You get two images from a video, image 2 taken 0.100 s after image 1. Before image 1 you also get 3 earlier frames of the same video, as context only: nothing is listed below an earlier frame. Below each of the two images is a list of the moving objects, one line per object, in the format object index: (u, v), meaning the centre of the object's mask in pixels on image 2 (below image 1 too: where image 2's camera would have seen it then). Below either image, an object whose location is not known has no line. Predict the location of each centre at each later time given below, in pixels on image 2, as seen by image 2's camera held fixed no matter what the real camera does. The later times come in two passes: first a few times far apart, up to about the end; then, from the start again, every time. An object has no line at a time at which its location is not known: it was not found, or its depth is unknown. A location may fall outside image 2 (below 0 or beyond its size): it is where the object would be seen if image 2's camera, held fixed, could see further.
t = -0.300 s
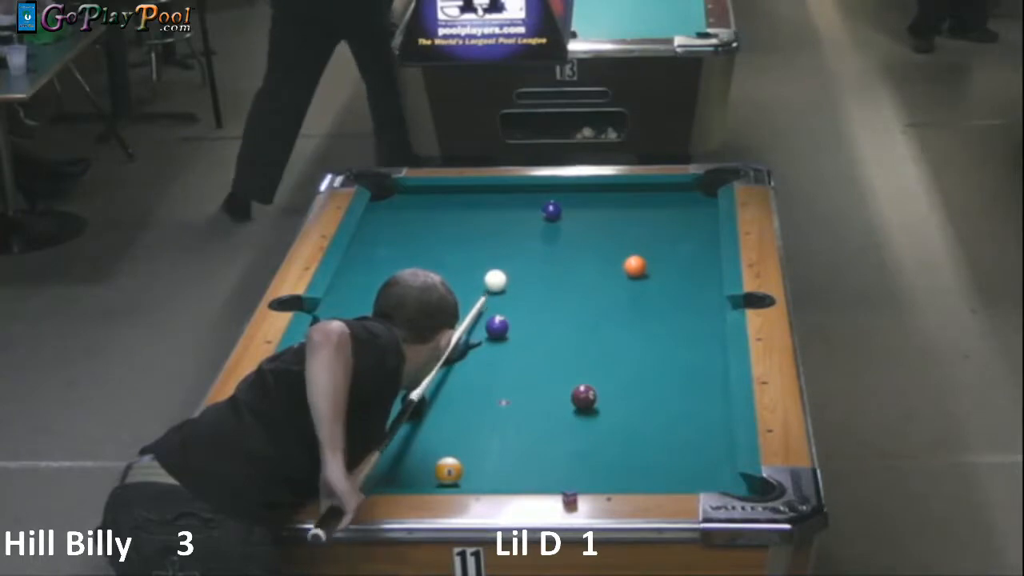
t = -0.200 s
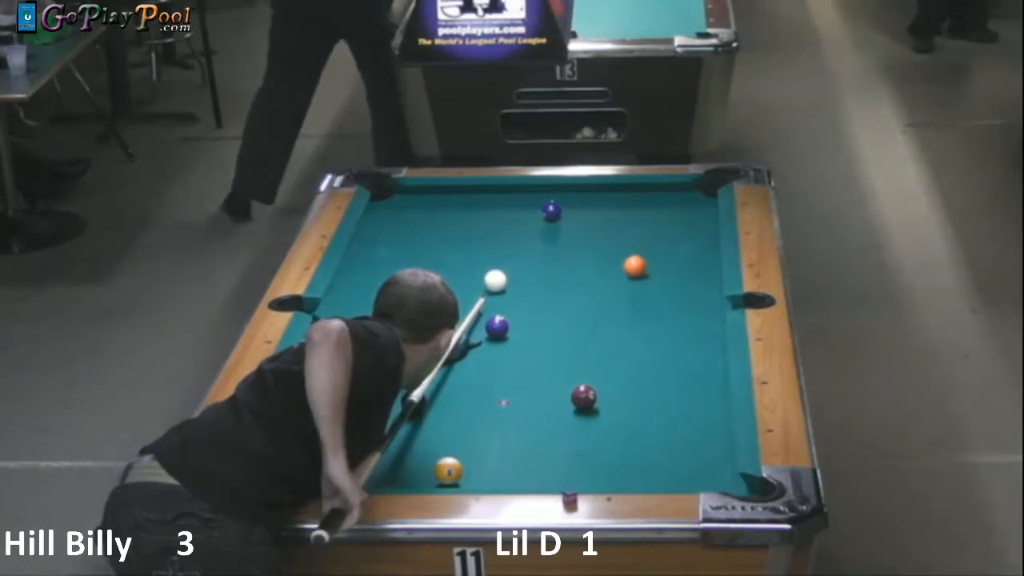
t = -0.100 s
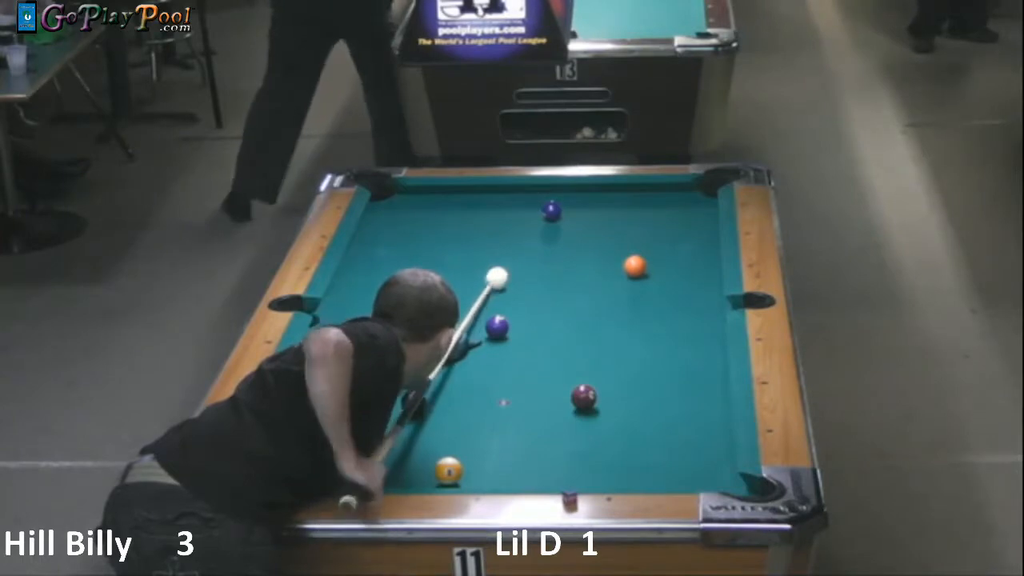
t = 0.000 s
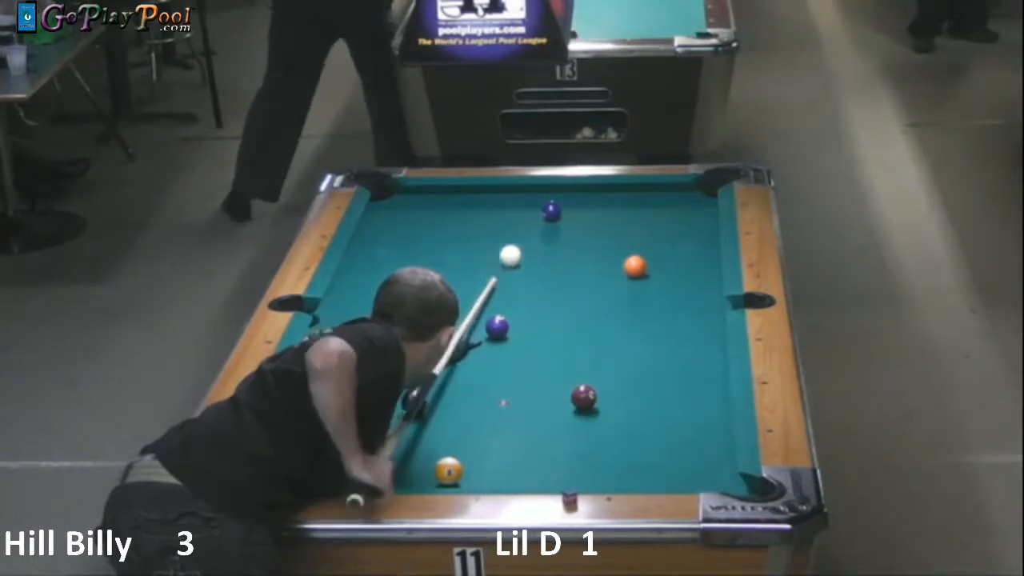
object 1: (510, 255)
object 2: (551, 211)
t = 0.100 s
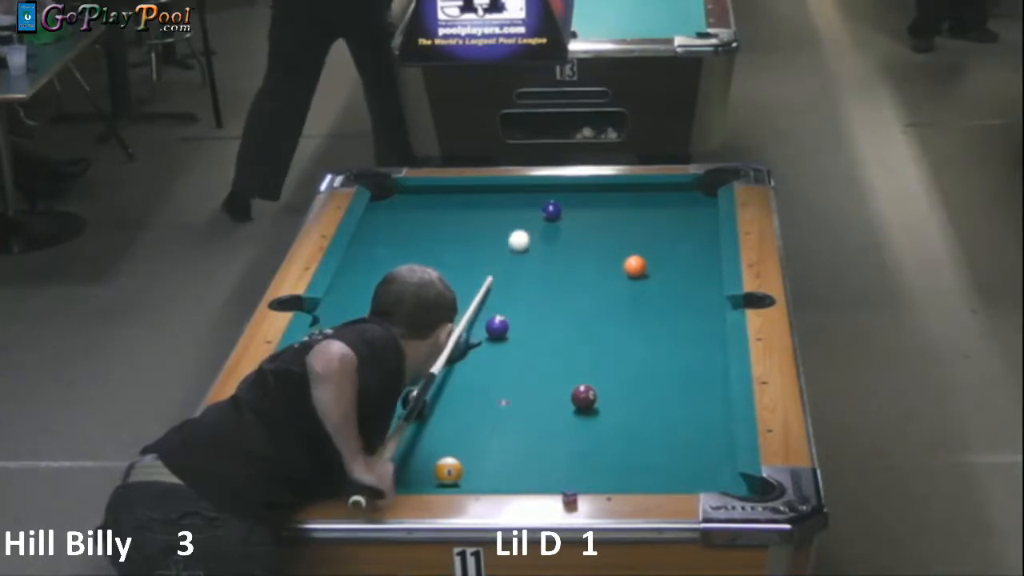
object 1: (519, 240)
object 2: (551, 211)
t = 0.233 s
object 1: (529, 222)
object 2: (552, 211)
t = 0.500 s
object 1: (513, 196)
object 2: (580, 208)
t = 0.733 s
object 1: (478, 196)
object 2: (607, 203)
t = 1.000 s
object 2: (637, 198)
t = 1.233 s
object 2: (661, 196)
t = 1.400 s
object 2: (678, 193)
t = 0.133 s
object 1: (522, 235)
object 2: (551, 211)
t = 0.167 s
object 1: (526, 229)
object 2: (551, 211)
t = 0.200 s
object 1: (528, 224)
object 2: (552, 211)
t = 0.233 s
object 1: (529, 222)
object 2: (552, 211)
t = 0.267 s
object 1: (531, 218)
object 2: (552, 211)
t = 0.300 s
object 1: (532, 213)
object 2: (554, 211)
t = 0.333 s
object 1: (528, 210)
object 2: (559, 210)
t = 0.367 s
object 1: (525, 207)
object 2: (564, 210)
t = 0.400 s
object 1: (522, 204)
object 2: (567, 209)
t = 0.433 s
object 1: (520, 203)
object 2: (570, 209)
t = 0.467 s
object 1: (516, 198)
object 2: (576, 208)
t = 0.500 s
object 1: (513, 196)
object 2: (580, 208)
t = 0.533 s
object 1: (511, 194)
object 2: (581, 207)
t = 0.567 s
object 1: (507, 190)
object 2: (588, 206)
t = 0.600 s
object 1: (503, 189)
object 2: (592, 206)
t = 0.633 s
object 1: (497, 190)
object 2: (596, 205)
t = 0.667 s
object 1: (491, 192)
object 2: (599, 204)
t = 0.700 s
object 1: (484, 194)
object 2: (603, 204)
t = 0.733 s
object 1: (478, 196)
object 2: (607, 203)
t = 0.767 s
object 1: (472, 198)
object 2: (611, 203)
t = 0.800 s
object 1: (465, 199)
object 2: (615, 202)
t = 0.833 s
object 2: (618, 202)
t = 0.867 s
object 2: (623, 201)
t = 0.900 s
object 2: (626, 200)
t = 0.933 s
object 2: (631, 200)
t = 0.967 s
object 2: (634, 199)
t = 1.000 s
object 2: (637, 198)
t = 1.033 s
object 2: (640, 199)
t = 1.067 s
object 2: (644, 198)
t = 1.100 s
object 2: (648, 197)
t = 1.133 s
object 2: (652, 197)
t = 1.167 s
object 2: (654, 197)
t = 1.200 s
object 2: (658, 196)
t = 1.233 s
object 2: (661, 196)
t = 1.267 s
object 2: (665, 195)
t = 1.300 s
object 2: (669, 195)
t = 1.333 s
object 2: (672, 195)
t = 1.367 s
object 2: (676, 194)
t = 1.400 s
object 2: (678, 193)
